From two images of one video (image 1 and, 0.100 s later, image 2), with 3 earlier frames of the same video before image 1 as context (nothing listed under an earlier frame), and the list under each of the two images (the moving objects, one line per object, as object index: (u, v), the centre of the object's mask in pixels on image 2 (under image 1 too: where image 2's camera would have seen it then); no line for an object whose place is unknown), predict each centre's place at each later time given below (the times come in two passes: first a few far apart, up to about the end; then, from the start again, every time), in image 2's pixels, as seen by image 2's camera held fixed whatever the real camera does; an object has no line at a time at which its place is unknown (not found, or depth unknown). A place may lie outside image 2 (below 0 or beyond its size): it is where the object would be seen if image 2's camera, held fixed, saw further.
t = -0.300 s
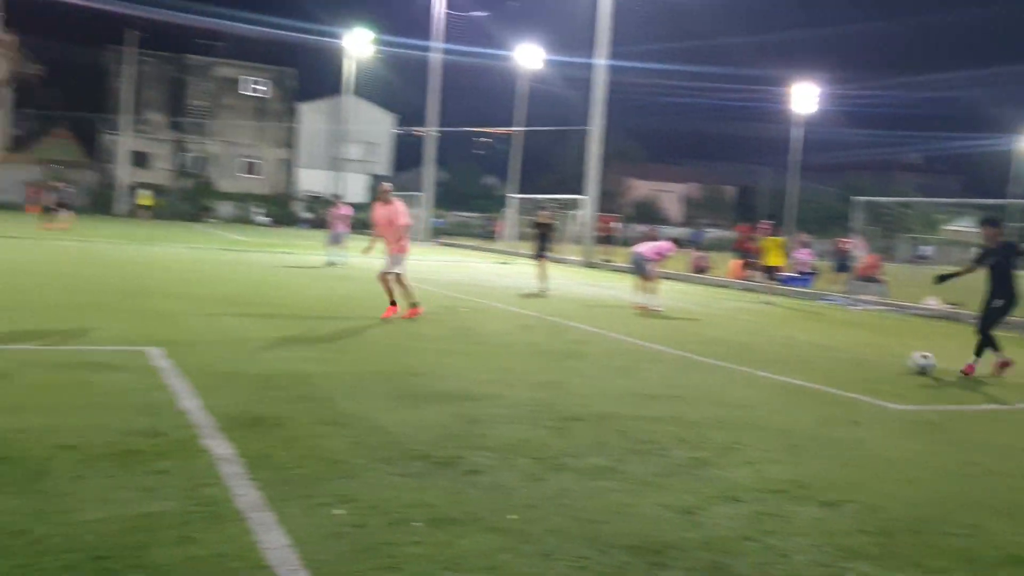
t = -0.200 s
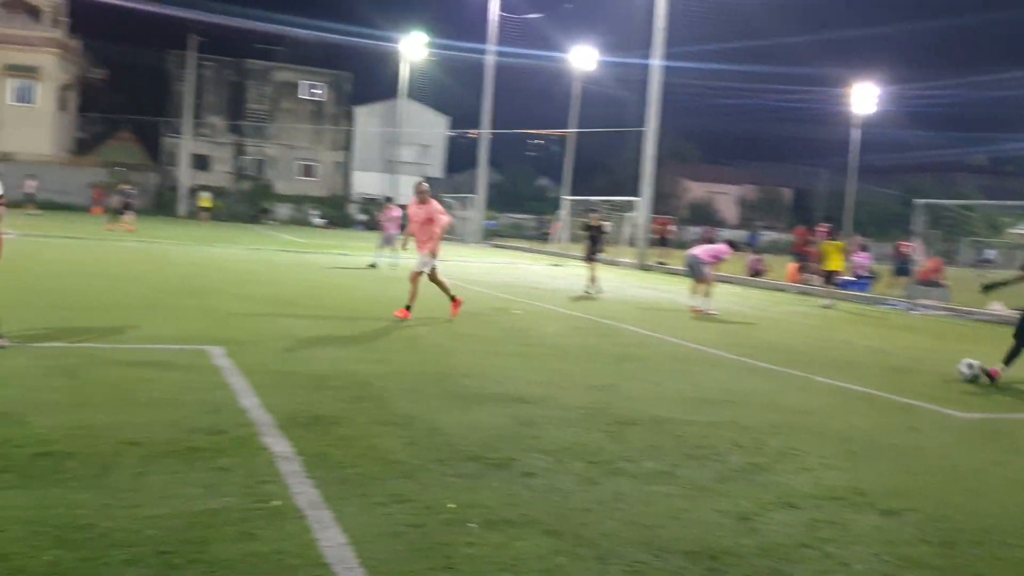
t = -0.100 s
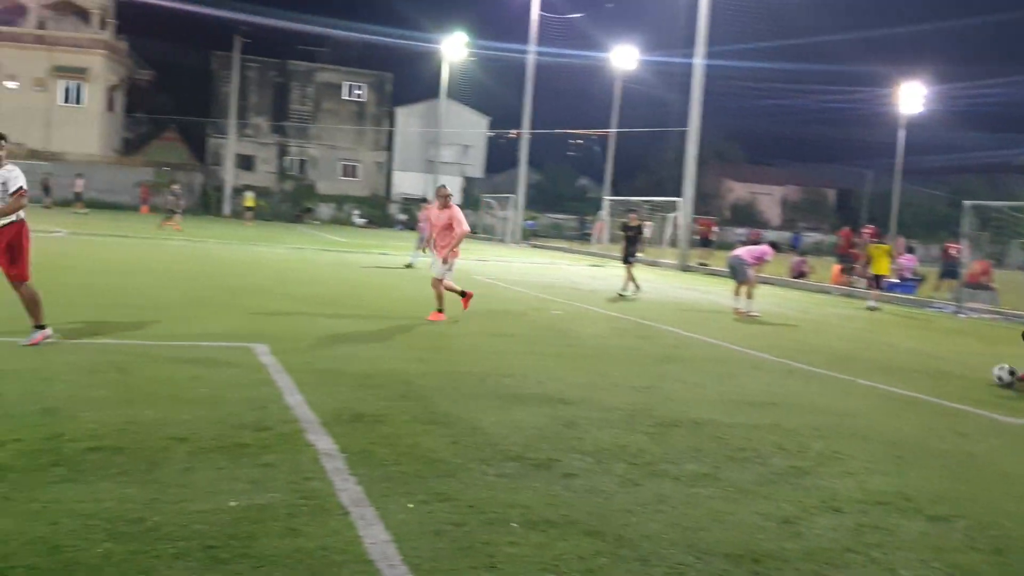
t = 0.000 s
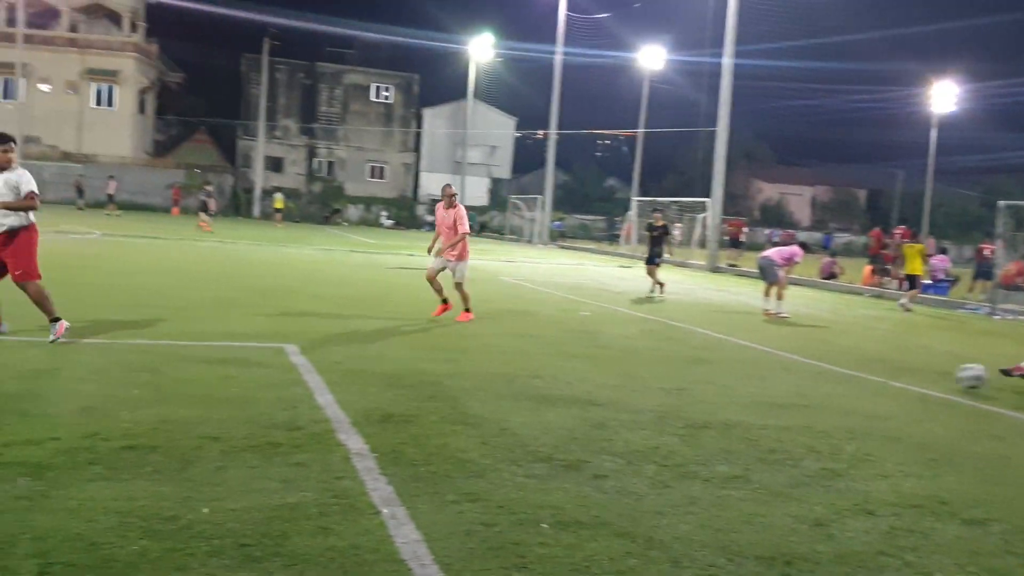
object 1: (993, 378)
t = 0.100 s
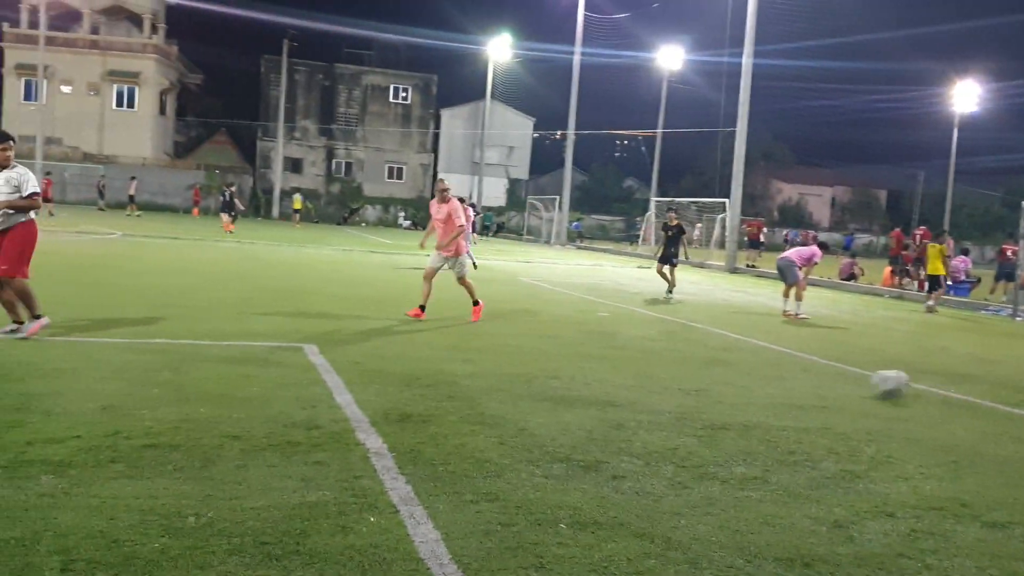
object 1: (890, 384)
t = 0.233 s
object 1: (737, 385)
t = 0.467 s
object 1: (409, 393)
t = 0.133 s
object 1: (852, 384)
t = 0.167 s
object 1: (815, 387)
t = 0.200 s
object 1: (777, 386)
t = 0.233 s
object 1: (737, 385)
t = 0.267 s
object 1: (695, 386)
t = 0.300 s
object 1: (650, 389)
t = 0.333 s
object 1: (604, 391)
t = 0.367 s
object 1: (558, 389)
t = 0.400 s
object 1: (511, 389)
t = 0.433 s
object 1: (461, 390)
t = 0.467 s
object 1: (409, 393)
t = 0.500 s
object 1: (353, 400)
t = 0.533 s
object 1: (299, 398)
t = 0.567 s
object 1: (246, 396)
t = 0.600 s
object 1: (188, 397)
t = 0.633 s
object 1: (125, 399)
